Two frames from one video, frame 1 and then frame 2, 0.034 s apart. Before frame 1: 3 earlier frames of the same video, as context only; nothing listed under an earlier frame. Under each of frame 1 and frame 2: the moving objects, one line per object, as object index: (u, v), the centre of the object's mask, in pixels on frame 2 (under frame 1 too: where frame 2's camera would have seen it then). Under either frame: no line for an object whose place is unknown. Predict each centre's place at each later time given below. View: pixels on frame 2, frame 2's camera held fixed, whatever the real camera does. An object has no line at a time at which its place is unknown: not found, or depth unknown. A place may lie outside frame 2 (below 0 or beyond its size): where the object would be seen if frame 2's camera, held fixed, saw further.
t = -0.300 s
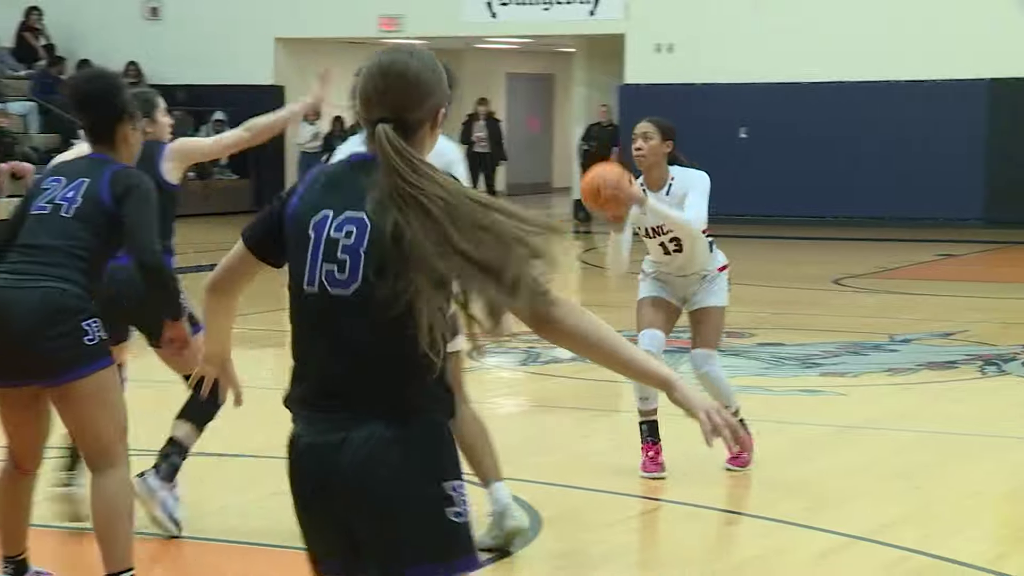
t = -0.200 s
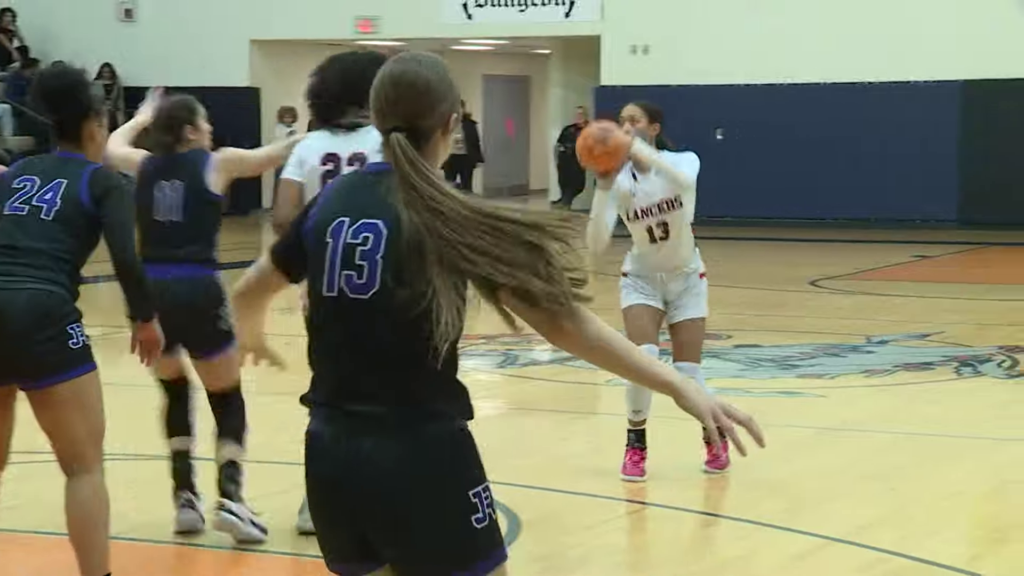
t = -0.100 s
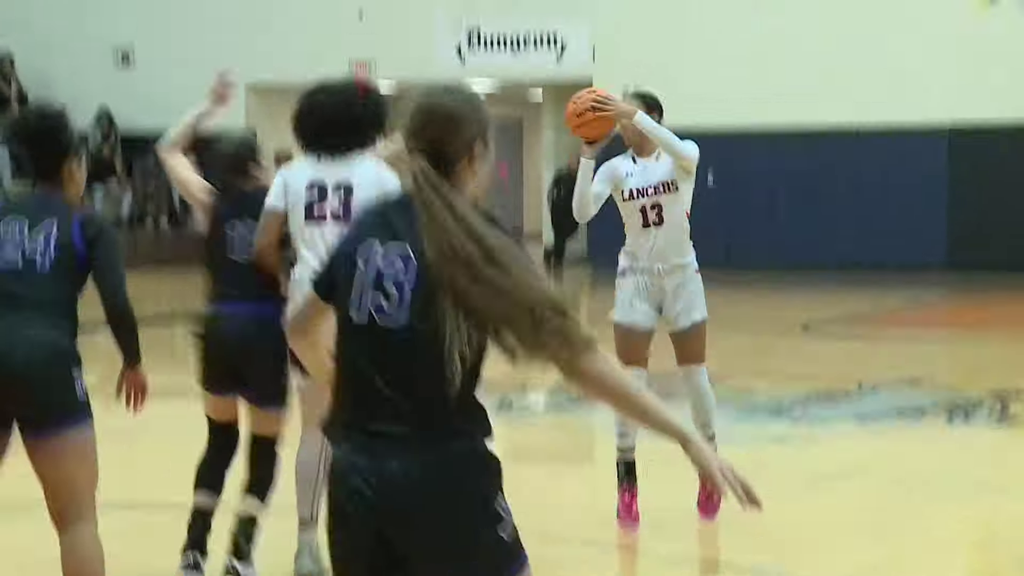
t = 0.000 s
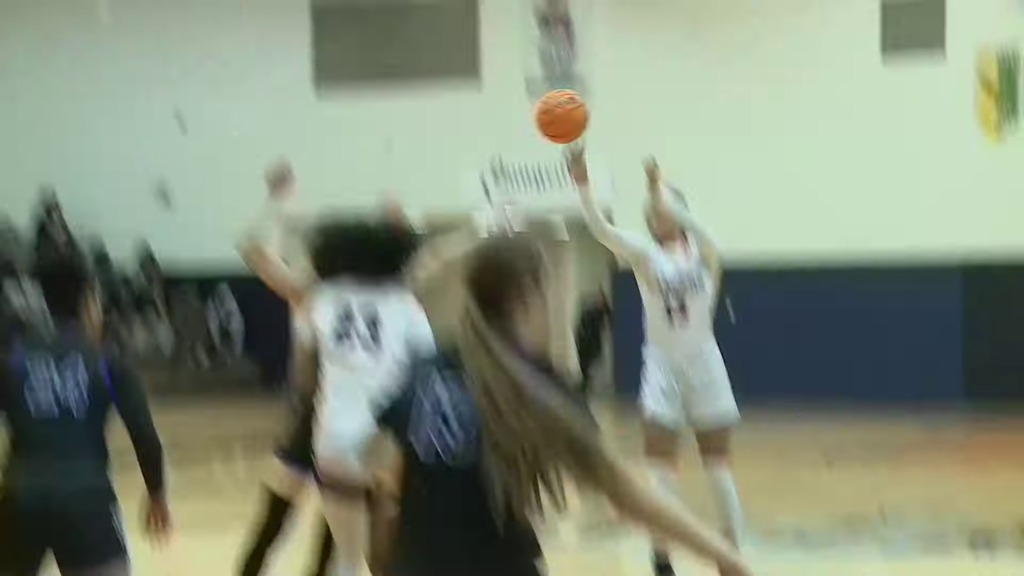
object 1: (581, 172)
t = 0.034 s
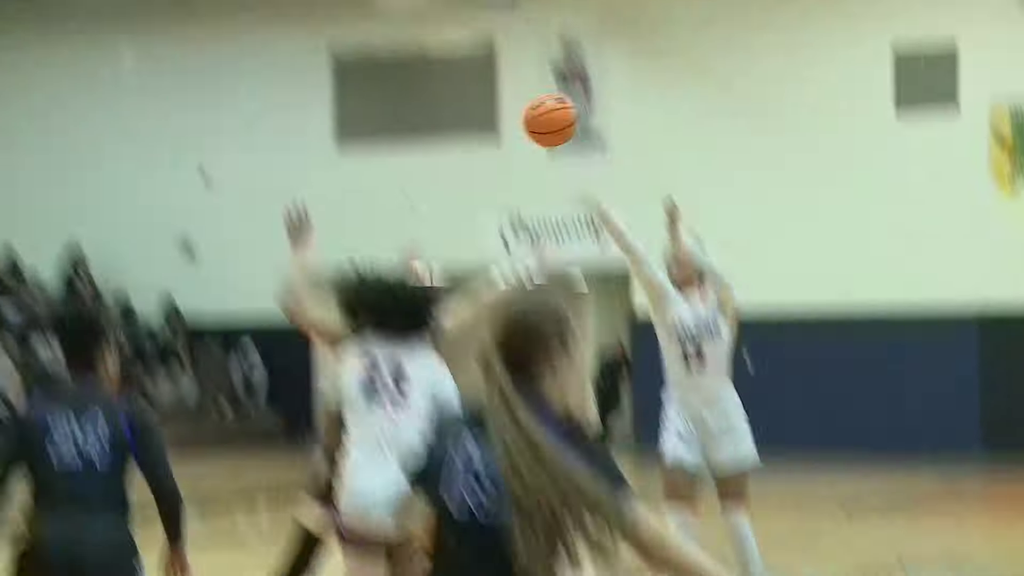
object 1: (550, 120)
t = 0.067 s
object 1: (519, 69)
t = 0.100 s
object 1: (486, 20)
